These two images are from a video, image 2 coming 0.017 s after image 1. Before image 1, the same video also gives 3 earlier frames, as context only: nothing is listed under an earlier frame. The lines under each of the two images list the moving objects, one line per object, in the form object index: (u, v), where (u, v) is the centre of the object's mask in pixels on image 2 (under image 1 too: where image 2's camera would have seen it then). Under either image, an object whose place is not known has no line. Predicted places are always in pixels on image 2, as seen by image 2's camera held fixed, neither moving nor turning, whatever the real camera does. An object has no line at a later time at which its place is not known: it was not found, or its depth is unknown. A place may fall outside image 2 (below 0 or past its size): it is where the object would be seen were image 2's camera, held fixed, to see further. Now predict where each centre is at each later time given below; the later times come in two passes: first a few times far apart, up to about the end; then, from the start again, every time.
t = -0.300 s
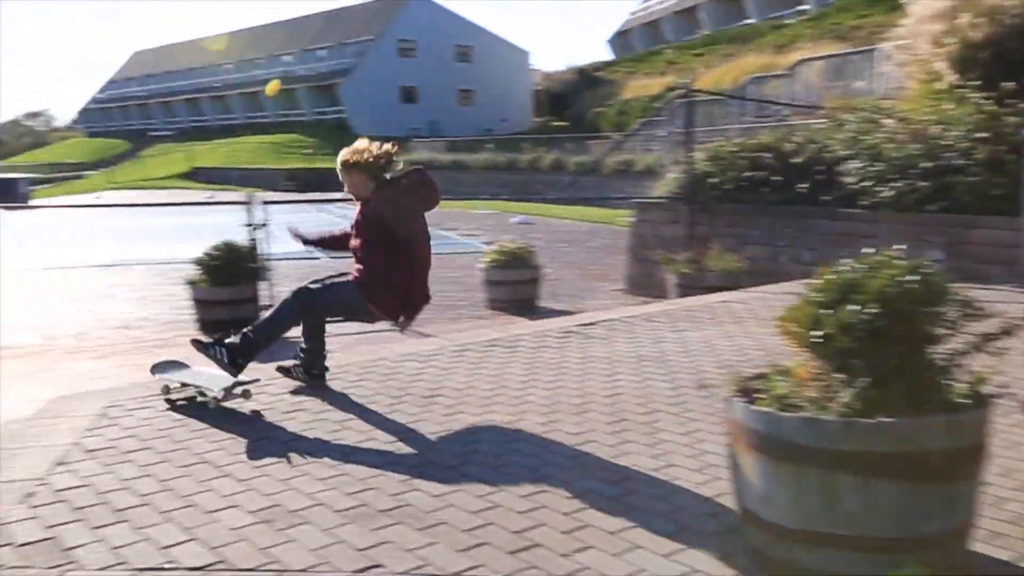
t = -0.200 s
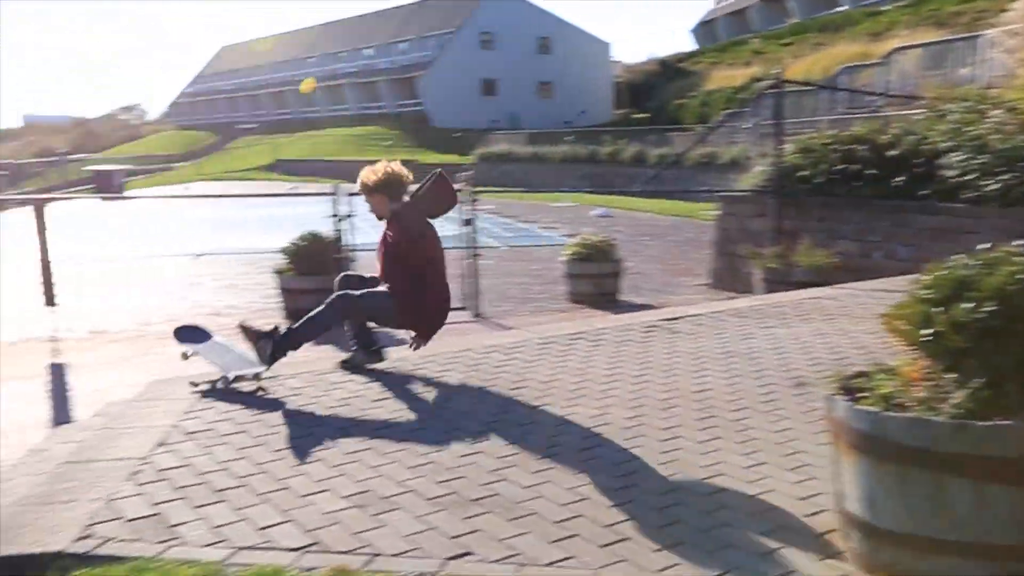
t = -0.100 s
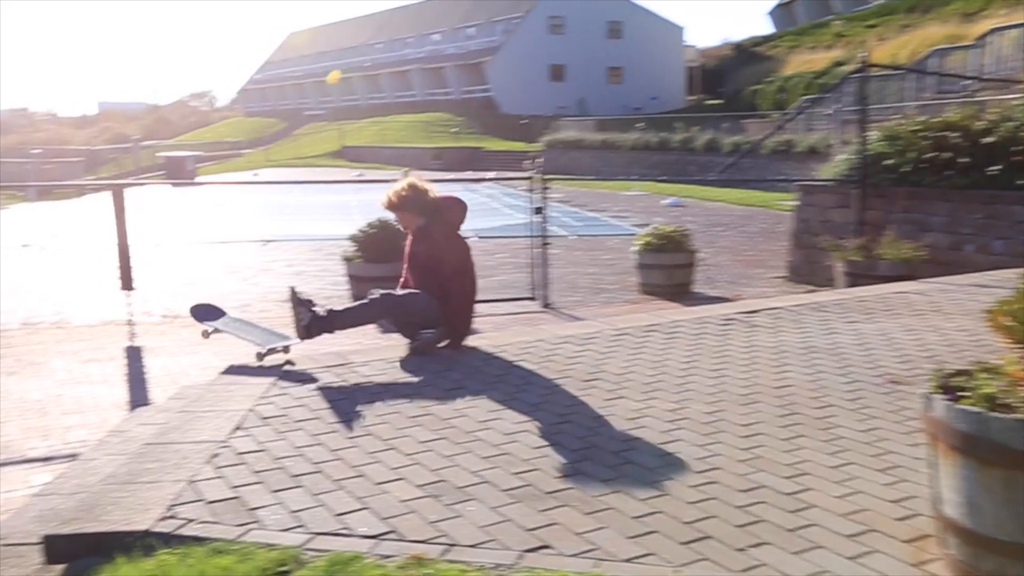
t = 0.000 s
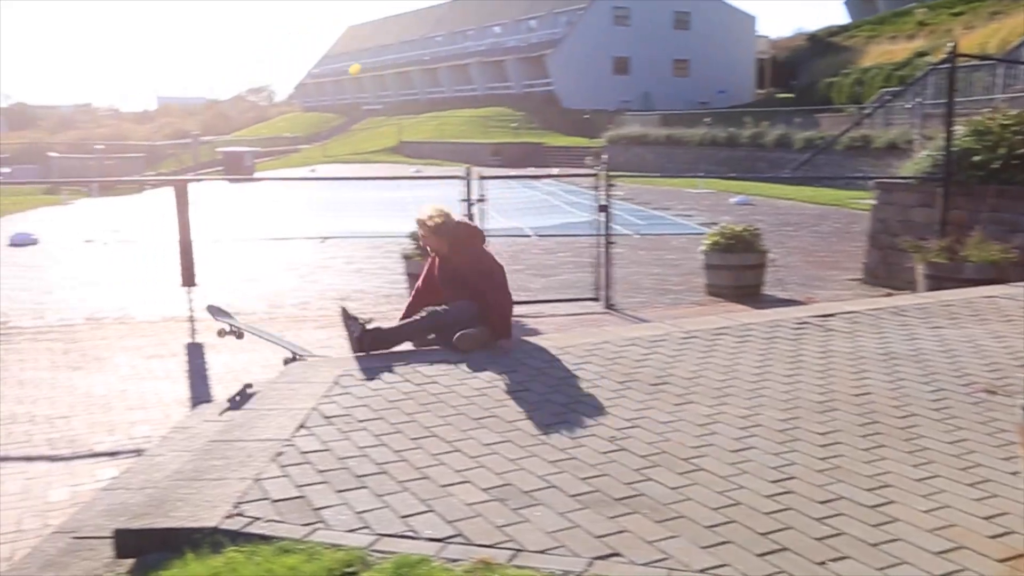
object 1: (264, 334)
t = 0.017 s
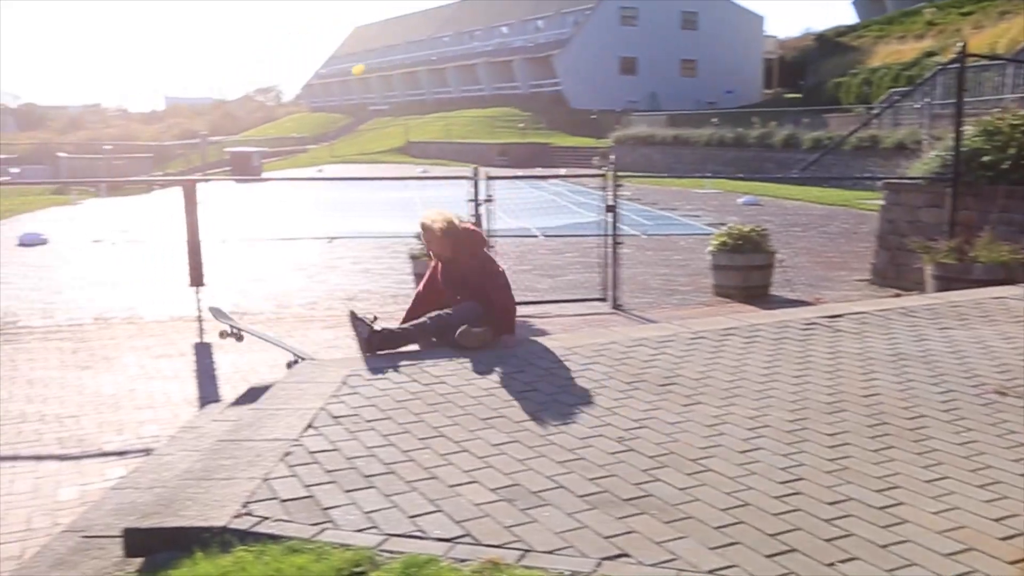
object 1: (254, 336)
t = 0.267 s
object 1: (184, 372)
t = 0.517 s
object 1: (93, 376)
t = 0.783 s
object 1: (37, 375)
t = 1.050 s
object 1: (-3, 382)
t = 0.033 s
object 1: (245, 338)
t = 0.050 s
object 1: (239, 341)
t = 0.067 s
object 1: (237, 347)
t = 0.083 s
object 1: (235, 352)
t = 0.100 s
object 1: (225, 355)
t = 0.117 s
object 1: (217, 357)
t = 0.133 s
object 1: (209, 363)
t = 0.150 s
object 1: (205, 367)
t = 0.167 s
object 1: (202, 370)
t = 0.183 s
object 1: (205, 373)
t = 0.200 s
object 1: (206, 375)
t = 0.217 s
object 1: (204, 376)
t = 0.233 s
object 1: (197, 375)
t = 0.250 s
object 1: (191, 373)
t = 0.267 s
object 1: (184, 372)
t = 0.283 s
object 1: (178, 370)
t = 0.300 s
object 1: (172, 369)
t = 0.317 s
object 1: (165, 369)
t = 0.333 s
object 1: (161, 368)
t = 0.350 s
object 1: (154, 368)
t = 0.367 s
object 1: (148, 369)
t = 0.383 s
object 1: (142, 368)
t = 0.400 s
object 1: (135, 369)
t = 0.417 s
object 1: (129, 370)
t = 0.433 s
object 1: (123, 370)
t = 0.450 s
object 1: (116, 373)
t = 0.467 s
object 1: (109, 374)
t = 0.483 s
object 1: (104, 376)
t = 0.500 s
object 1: (98, 376)
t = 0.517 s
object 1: (93, 376)
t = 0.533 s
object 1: (88, 378)
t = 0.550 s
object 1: (83, 378)
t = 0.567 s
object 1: (78, 379)
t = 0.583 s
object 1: (74, 379)
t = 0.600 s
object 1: (67, 381)
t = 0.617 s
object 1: (61, 382)
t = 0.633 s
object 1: (59, 382)
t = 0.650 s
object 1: (65, 382)
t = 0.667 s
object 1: (60, 381)
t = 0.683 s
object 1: (59, 378)
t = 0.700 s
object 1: (56, 376)
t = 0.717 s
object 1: (54, 375)
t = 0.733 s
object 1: (46, 375)
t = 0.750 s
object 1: (42, 375)
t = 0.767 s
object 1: (39, 376)
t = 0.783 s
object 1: (37, 375)
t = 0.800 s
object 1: (33, 376)
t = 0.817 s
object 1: (29, 377)
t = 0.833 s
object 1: (24, 379)
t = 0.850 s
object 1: (22, 380)
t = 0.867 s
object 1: (20, 379)
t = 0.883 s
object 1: (16, 381)
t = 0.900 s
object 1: (12, 382)
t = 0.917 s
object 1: (9, 383)
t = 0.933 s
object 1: (9, 383)
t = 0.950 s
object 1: (7, 386)
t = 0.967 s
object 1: (6, 385)
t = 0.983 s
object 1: (2, 384)
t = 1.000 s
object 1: (1, 384)
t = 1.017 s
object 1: (-2, 383)
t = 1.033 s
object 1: (-1, 383)
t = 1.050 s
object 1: (-3, 382)
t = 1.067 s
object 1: (-3, 381)
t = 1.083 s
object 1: (-4, 381)
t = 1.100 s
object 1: (-4, 381)
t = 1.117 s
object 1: (-5, 380)
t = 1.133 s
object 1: (-5, 380)
